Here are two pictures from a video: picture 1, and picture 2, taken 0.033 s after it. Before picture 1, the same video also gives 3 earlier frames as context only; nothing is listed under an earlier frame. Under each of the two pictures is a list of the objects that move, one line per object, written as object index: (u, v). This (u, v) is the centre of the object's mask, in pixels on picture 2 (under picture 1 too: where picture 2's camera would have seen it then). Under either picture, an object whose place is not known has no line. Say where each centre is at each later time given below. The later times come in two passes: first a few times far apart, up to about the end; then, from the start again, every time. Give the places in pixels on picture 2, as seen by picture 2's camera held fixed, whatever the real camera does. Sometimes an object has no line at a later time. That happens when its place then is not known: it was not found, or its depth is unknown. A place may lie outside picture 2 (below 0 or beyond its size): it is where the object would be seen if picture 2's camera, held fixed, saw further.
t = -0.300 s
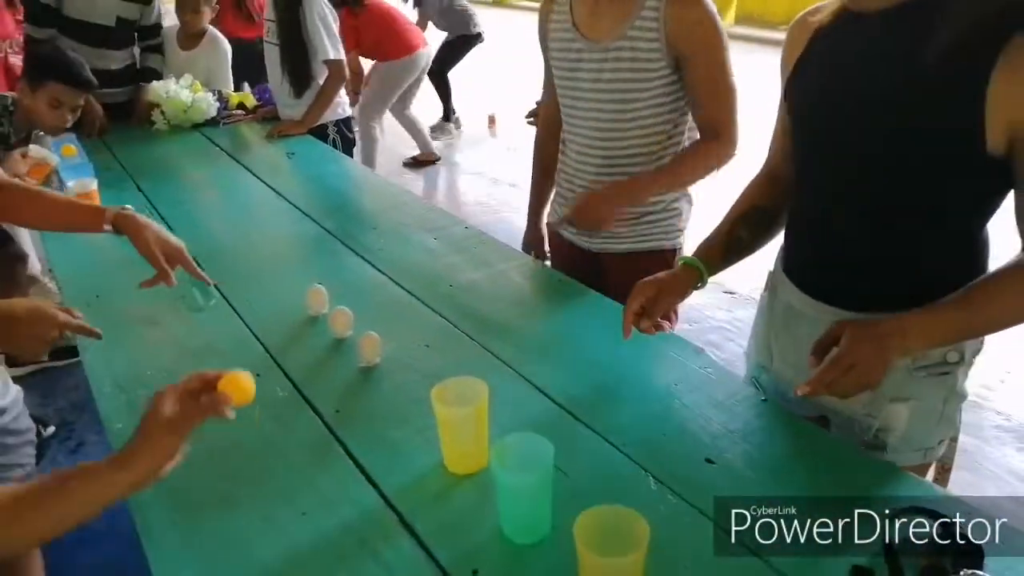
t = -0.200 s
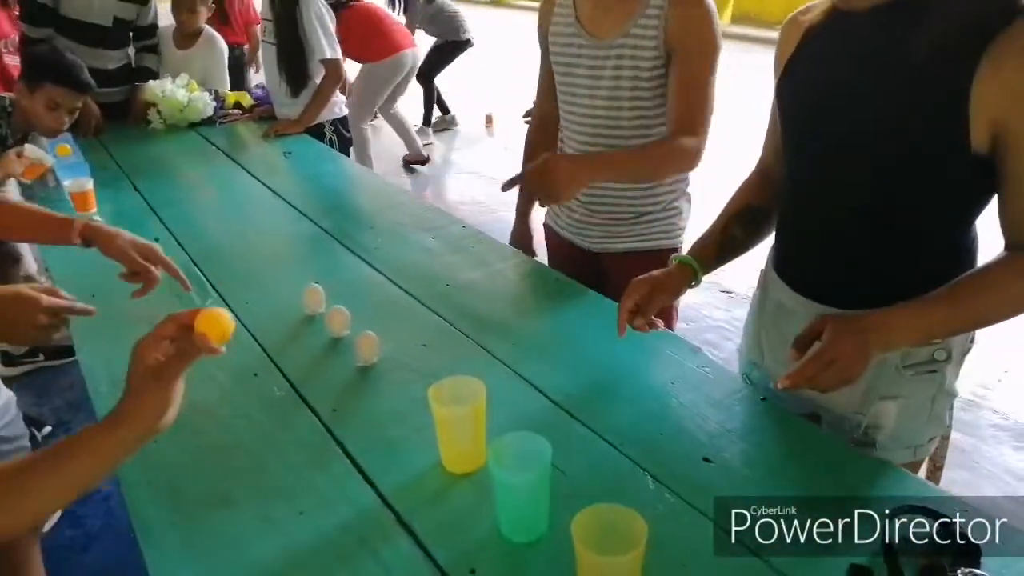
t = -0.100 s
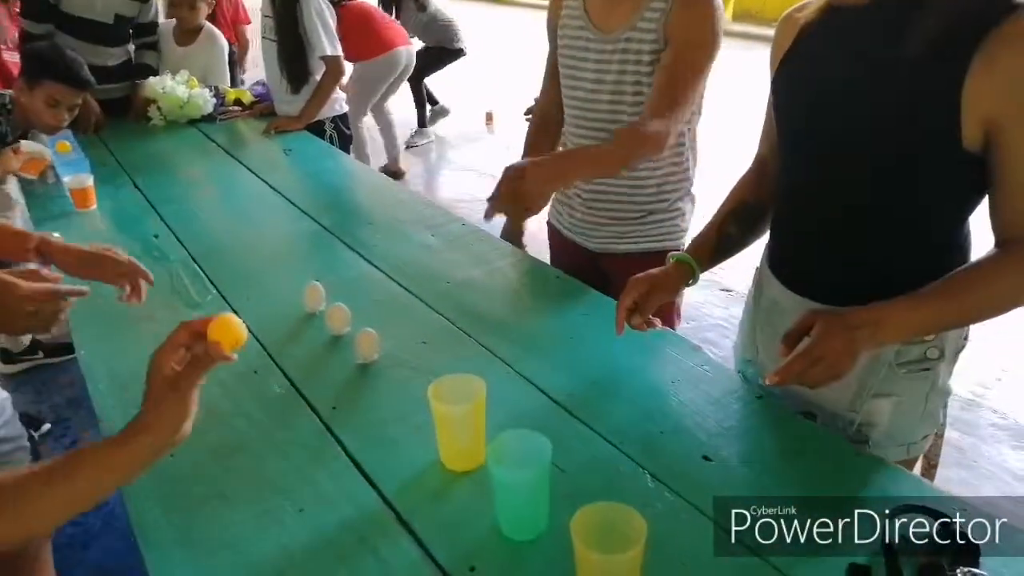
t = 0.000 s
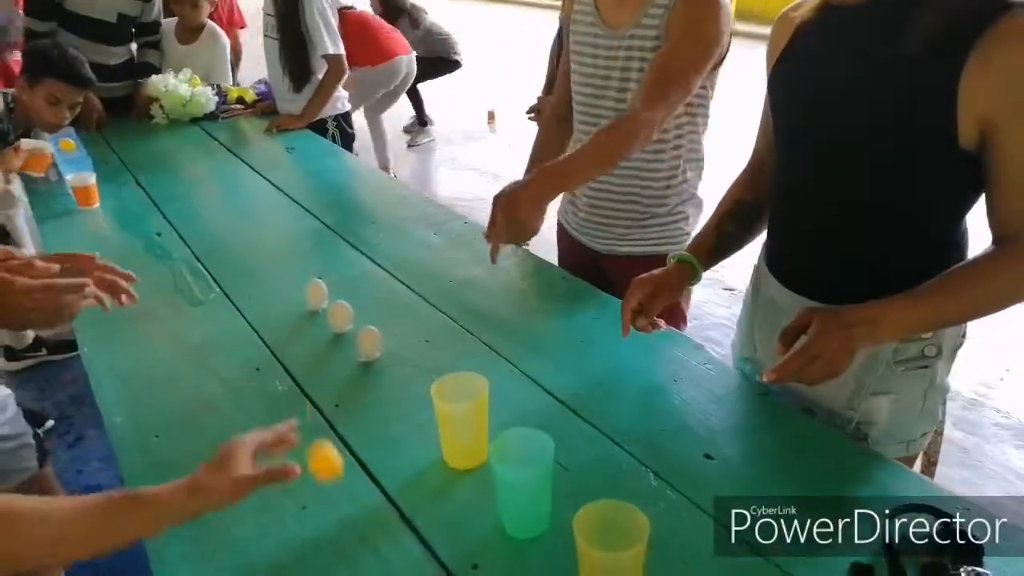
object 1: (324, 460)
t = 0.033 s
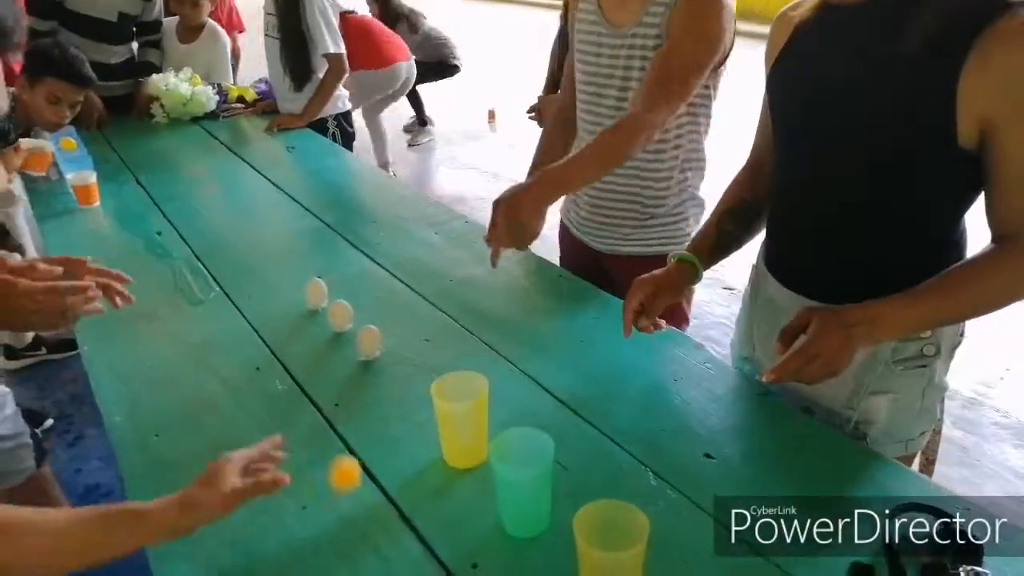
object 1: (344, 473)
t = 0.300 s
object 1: (400, 234)
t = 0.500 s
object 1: (463, 356)
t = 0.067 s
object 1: (348, 424)
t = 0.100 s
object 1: (353, 378)
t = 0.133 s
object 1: (359, 339)
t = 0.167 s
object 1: (366, 302)
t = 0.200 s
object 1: (372, 274)
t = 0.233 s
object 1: (381, 252)
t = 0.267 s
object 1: (389, 238)
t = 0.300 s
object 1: (400, 234)
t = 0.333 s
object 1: (411, 237)
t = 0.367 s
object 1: (421, 249)
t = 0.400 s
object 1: (432, 267)
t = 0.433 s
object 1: (443, 290)
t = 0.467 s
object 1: (453, 320)
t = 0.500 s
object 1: (463, 356)
